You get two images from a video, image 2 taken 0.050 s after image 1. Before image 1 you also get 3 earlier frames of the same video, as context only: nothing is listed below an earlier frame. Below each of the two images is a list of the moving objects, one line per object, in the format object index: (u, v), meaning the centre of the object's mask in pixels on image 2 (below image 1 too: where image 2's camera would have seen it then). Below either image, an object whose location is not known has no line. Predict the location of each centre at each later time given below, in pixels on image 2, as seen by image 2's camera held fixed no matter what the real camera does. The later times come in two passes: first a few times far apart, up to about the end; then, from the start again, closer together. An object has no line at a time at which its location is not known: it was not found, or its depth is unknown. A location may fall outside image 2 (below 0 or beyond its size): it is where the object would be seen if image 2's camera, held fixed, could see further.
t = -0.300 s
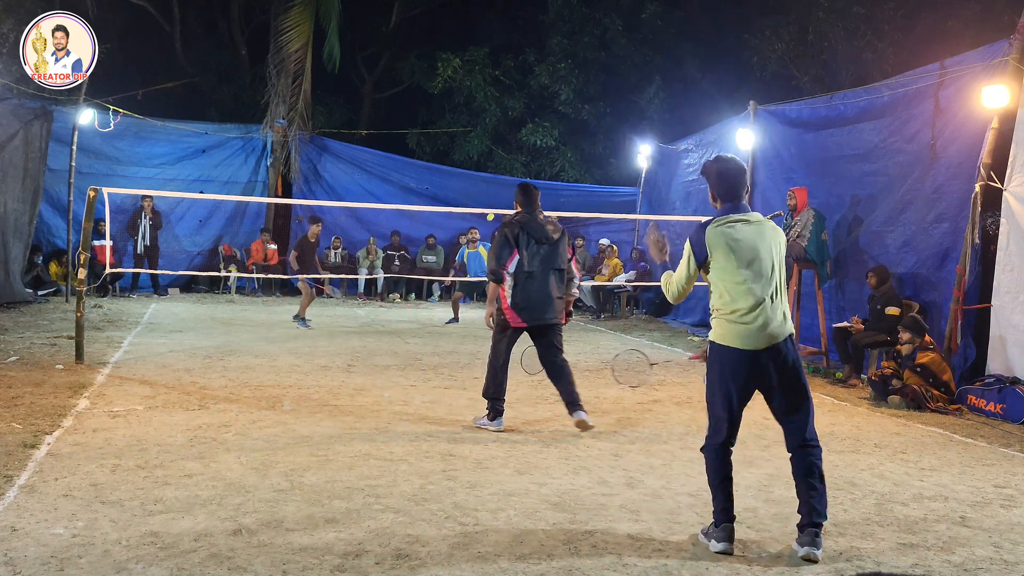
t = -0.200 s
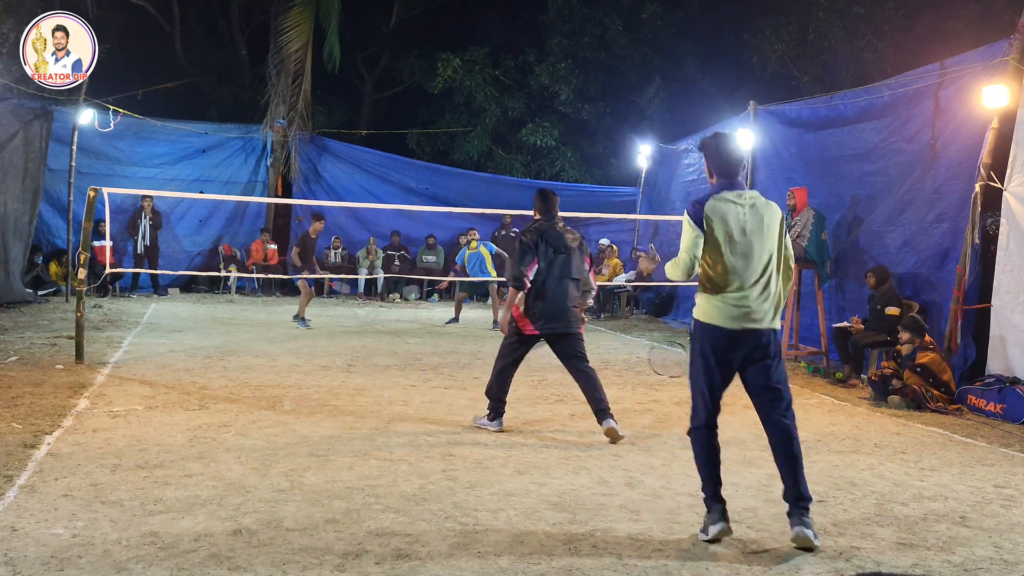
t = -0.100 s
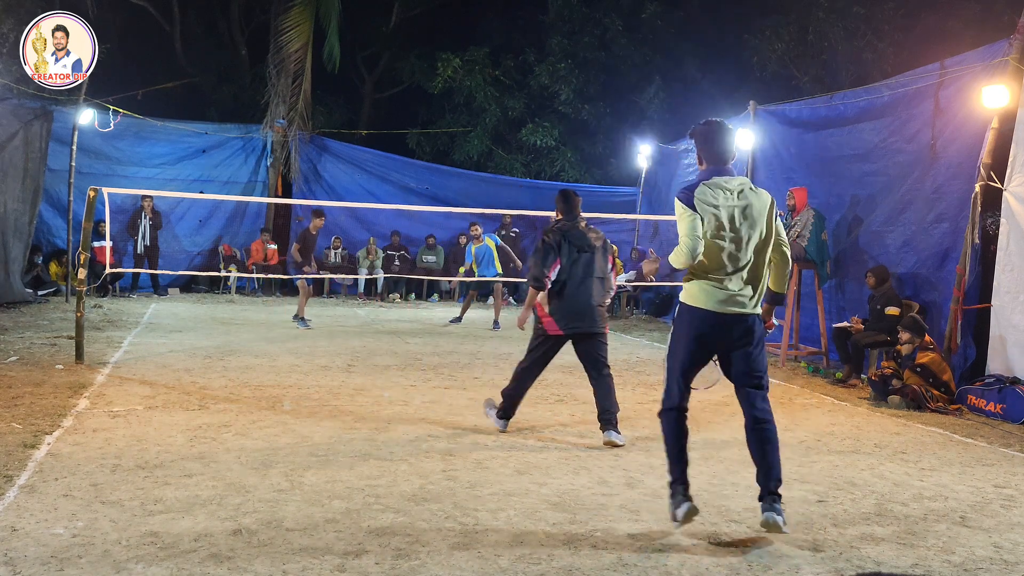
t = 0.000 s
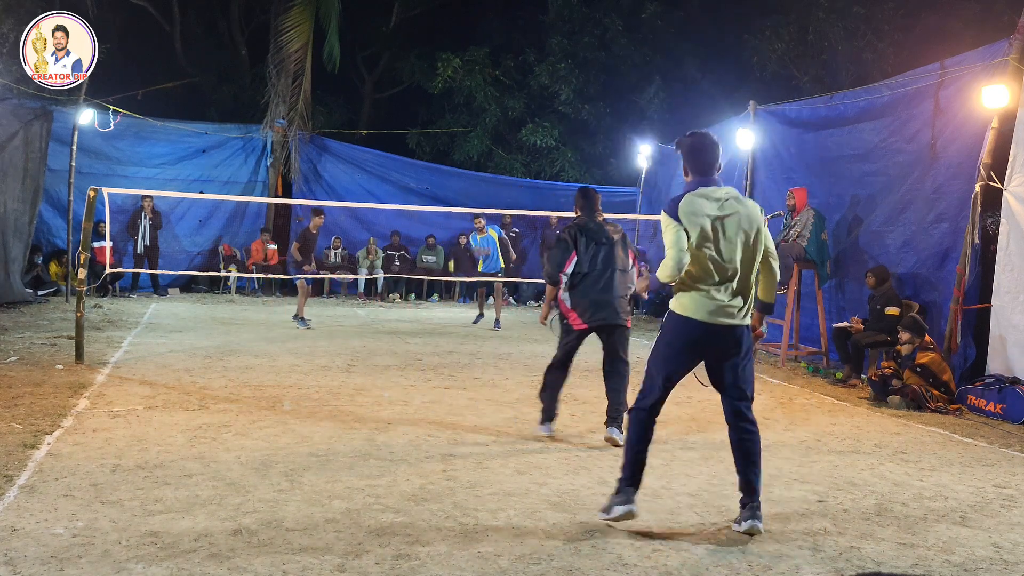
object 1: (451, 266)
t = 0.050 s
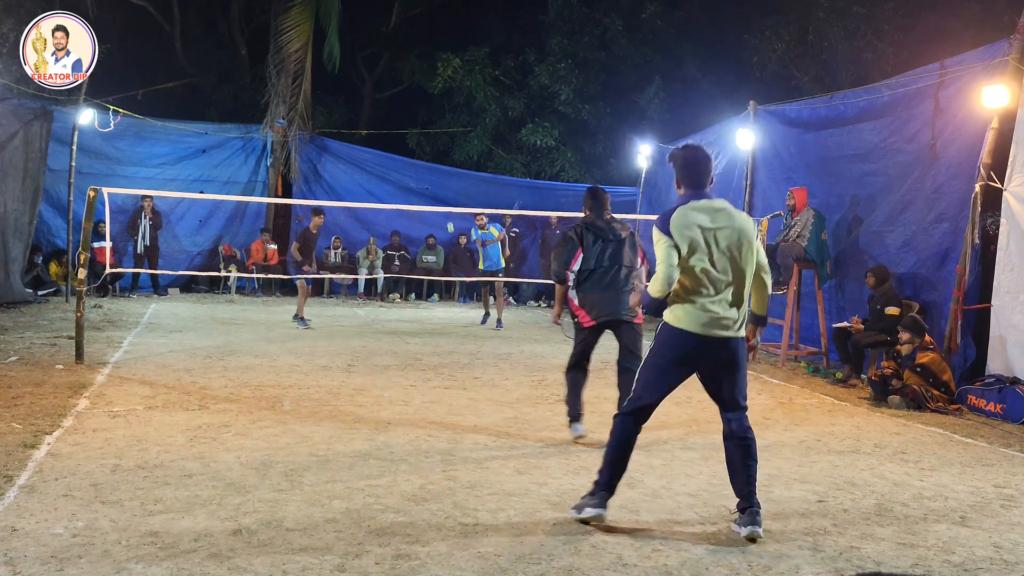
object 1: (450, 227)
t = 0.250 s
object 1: (440, 120)
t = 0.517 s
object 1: (424, 54)
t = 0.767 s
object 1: (402, 77)
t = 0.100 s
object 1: (448, 196)
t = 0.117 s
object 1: (447, 186)
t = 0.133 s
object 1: (446, 176)
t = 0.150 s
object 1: (445, 167)
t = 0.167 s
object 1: (445, 159)
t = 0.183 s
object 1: (444, 150)
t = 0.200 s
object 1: (443, 142)
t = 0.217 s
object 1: (442, 135)
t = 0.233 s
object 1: (441, 127)
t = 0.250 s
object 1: (440, 120)
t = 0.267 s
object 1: (439, 114)
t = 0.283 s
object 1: (439, 107)
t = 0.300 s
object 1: (438, 102)
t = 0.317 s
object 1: (437, 96)
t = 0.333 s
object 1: (436, 91)
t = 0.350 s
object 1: (435, 86)
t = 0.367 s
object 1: (434, 81)
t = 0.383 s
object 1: (433, 77)
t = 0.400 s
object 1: (432, 73)
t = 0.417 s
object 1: (431, 69)
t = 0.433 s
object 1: (430, 66)
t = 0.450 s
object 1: (429, 63)
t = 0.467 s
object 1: (428, 60)
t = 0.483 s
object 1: (427, 58)
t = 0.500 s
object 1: (426, 56)
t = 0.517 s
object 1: (424, 54)
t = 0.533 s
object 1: (423, 53)
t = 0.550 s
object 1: (422, 52)
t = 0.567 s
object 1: (421, 51)
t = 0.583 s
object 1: (419, 51)
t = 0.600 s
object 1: (418, 52)
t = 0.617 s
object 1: (417, 53)
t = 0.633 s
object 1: (415, 54)
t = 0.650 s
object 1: (414, 55)
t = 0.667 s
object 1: (412, 57)
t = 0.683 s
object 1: (411, 59)
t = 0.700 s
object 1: (409, 61)
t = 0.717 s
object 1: (407, 65)
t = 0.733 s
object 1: (406, 69)
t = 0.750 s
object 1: (404, 72)
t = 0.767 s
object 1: (402, 77)
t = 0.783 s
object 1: (400, 82)
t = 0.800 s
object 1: (398, 88)
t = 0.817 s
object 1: (396, 94)
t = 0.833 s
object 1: (394, 100)
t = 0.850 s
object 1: (393, 107)
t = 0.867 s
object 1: (391, 115)
